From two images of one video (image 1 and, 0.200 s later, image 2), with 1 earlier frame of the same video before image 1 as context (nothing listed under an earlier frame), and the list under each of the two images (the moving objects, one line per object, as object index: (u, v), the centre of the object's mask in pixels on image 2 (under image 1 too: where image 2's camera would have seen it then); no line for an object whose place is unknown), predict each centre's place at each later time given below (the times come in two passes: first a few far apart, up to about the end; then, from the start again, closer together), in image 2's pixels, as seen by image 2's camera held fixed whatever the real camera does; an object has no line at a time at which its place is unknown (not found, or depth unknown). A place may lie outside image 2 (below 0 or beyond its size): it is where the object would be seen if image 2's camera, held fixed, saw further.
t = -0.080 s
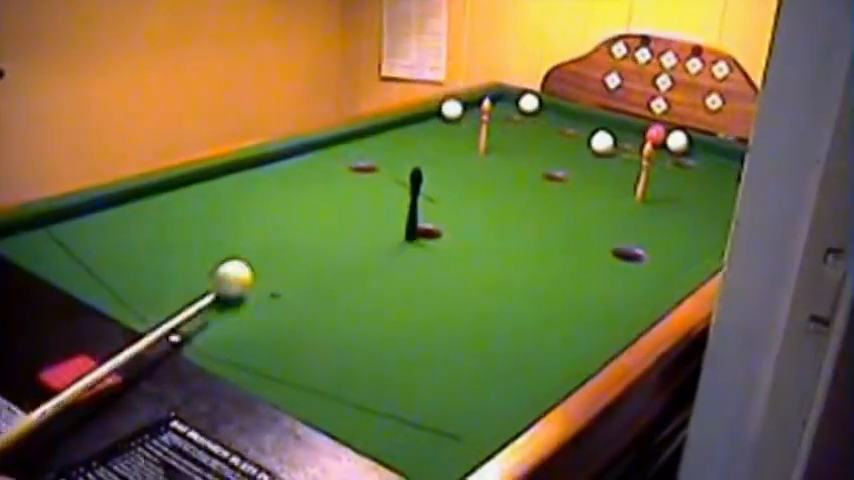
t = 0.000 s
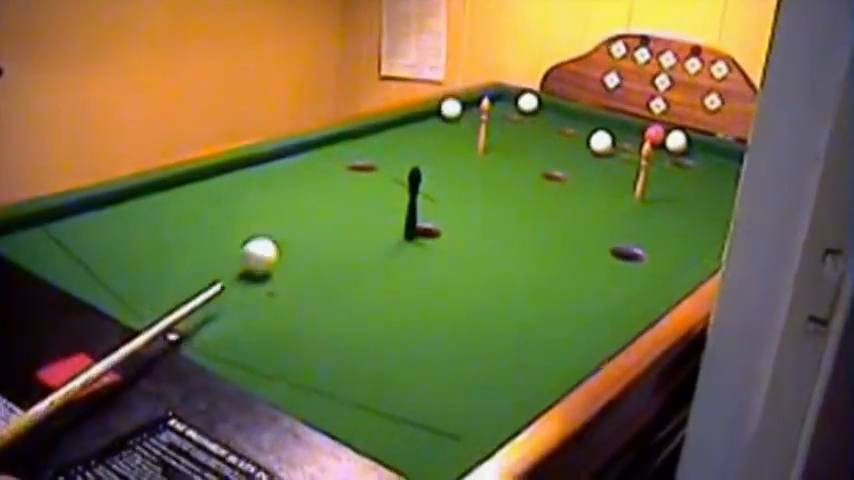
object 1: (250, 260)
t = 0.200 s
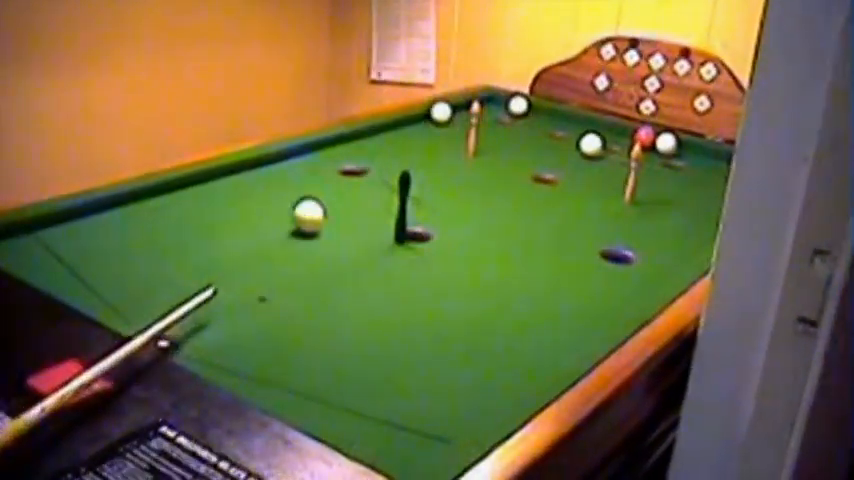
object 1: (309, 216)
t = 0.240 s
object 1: (319, 208)
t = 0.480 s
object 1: (369, 172)
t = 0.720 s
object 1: (407, 142)
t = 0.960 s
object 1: (436, 119)
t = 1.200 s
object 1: (456, 115)
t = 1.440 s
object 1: (469, 109)
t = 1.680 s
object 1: (484, 109)
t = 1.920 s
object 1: (475, 108)
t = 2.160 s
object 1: (468, 106)
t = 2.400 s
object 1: (466, 106)
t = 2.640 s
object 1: (465, 106)
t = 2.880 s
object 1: (465, 106)
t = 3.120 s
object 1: (465, 106)
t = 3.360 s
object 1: (465, 106)
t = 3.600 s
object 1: (465, 106)
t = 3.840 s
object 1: (465, 106)
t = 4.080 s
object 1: (462, 105)
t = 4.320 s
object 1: (462, 106)
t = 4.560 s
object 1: (464, 107)
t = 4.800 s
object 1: (465, 107)
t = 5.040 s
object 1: (466, 106)
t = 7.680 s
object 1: (456, 110)
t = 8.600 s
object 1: (456, 111)
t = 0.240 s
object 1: (319, 208)
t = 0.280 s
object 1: (328, 202)
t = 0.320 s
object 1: (336, 195)
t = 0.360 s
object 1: (345, 189)
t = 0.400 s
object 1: (353, 182)
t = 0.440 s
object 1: (361, 176)
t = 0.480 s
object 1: (369, 172)
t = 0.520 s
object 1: (376, 166)
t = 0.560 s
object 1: (383, 160)
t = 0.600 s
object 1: (389, 155)
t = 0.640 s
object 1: (395, 151)
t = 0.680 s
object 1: (401, 146)
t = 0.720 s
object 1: (407, 142)
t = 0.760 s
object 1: (412, 138)
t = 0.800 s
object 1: (417, 133)
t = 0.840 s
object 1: (422, 129)
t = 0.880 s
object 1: (427, 126)
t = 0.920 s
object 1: (431, 124)
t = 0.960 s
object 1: (436, 119)
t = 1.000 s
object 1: (440, 118)
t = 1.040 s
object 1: (443, 118)
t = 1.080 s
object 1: (446, 118)
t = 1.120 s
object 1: (449, 116)
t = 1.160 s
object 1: (453, 116)
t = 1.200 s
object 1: (456, 115)
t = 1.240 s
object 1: (458, 115)
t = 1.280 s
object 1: (461, 113)
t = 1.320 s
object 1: (462, 113)
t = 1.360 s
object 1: (464, 112)
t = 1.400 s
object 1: (465, 112)
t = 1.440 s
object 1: (469, 109)
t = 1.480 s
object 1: (475, 108)
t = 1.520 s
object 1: (478, 108)
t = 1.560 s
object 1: (479, 109)
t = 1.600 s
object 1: (481, 109)
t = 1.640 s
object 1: (482, 109)
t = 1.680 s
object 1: (484, 109)
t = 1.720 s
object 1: (483, 108)
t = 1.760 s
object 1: (480, 107)
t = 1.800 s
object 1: (479, 107)
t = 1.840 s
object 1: (477, 107)
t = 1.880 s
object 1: (475, 108)
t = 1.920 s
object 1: (475, 108)
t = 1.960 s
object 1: (473, 107)
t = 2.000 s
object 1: (473, 108)
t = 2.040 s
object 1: (472, 107)
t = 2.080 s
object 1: (471, 107)
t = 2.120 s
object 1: (469, 106)
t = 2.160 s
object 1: (468, 106)
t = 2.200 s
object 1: (468, 106)
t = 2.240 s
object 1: (467, 106)
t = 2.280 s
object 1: (467, 105)
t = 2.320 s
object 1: (467, 106)
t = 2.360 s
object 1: (467, 106)
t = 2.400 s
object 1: (466, 106)
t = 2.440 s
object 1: (465, 106)
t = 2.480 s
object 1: (465, 106)
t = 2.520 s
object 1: (464, 106)
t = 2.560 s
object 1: (465, 107)
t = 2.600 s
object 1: (464, 106)
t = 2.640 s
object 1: (465, 106)
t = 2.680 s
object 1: (465, 106)
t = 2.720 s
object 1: (465, 106)
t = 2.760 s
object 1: (465, 106)
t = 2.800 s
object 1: (465, 106)
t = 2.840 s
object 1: (465, 106)
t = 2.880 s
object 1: (465, 106)
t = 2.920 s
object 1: (465, 106)
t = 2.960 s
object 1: (464, 106)
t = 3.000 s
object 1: (465, 106)
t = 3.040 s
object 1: (465, 106)
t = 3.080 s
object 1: (465, 106)
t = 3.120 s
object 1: (465, 106)
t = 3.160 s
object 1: (465, 106)
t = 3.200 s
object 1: (465, 106)
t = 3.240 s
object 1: (465, 106)
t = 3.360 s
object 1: (465, 106)
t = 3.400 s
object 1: (464, 106)
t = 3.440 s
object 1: (464, 105)
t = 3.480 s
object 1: (464, 106)
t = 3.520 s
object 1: (464, 106)
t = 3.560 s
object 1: (464, 106)
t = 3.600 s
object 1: (465, 106)
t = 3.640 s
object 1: (465, 106)
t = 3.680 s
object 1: (465, 106)
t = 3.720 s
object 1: (465, 106)
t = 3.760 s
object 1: (465, 106)
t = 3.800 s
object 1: (465, 106)
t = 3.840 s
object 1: (465, 106)
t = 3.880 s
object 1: (465, 105)
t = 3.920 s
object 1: (465, 106)
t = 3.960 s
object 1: (464, 106)
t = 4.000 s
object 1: (463, 105)
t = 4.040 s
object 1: (465, 105)
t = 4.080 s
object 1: (462, 105)
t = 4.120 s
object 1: (462, 105)
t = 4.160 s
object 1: (462, 105)
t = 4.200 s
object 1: (463, 106)
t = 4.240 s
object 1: (462, 106)
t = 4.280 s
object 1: (462, 106)
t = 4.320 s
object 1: (462, 106)
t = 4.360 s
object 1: (463, 106)
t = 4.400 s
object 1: (463, 106)
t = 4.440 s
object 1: (464, 106)
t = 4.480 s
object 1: (464, 106)
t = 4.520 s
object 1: (464, 107)
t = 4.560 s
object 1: (464, 107)
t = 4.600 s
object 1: (464, 107)
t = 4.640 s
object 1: (464, 107)
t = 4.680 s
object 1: (464, 106)
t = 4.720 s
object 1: (465, 107)
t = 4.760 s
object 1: (465, 106)
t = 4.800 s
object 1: (465, 107)
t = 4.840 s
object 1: (466, 107)
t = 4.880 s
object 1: (466, 106)
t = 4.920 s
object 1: (466, 107)
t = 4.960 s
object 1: (465, 106)
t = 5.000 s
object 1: (465, 106)
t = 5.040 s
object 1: (466, 106)
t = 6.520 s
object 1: (465, 107)
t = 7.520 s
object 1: (456, 110)
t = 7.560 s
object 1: (457, 110)
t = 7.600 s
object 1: (457, 110)
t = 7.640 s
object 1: (457, 110)
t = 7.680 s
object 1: (456, 110)
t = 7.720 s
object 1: (456, 111)
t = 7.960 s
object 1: (456, 110)
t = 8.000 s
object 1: (456, 111)
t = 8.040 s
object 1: (456, 111)
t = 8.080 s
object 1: (456, 111)
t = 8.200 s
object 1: (456, 111)
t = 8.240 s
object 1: (455, 111)
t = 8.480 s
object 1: (456, 111)
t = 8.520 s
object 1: (455, 111)
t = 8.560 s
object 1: (456, 111)
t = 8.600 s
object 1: (456, 111)
